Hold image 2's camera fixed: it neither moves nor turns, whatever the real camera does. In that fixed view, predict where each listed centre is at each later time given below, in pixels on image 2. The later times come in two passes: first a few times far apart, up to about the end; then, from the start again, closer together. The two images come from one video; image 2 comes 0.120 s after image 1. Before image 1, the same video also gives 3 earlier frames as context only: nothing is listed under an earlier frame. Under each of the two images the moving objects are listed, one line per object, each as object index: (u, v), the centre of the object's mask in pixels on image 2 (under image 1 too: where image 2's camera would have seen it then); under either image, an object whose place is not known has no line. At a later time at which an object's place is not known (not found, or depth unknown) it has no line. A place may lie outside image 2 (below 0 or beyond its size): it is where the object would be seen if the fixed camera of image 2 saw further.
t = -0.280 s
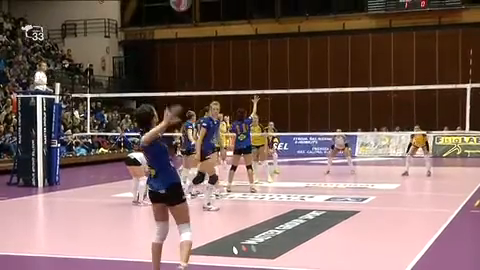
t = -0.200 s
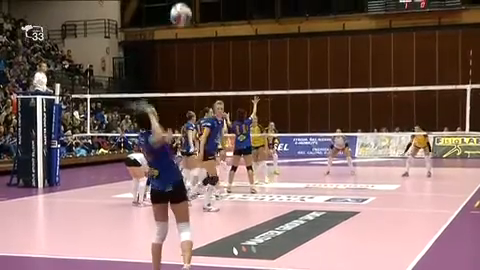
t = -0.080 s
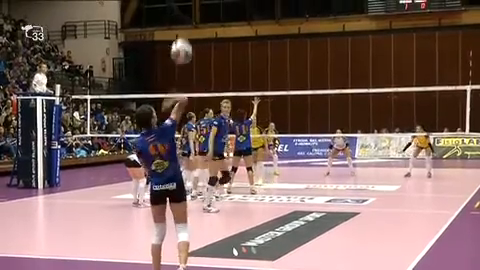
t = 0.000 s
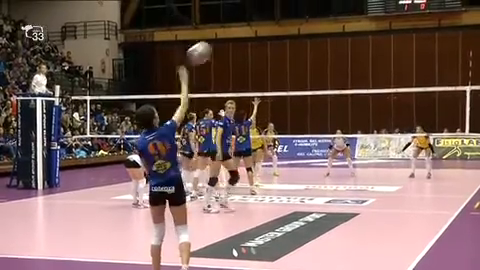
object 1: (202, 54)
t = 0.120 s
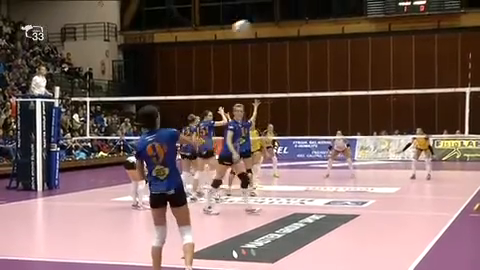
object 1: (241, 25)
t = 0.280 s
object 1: (283, 19)
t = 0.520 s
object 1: (325, 40)
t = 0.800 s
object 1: (351, 90)
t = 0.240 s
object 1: (273, 20)
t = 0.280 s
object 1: (283, 19)
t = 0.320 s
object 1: (293, 19)
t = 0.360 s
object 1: (301, 23)
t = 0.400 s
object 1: (308, 25)
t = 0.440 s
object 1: (315, 30)
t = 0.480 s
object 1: (319, 35)
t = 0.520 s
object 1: (325, 40)
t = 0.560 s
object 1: (329, 45)
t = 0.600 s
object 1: (332, 52)
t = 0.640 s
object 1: (337, 59)
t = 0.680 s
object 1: (340, 66)
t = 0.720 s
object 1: (344, 74)
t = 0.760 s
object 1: (348, 81)
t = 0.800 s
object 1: (351, 90)
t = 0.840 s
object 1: (354, 99)
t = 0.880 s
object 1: (358, 108)
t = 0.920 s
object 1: (361, 118)
